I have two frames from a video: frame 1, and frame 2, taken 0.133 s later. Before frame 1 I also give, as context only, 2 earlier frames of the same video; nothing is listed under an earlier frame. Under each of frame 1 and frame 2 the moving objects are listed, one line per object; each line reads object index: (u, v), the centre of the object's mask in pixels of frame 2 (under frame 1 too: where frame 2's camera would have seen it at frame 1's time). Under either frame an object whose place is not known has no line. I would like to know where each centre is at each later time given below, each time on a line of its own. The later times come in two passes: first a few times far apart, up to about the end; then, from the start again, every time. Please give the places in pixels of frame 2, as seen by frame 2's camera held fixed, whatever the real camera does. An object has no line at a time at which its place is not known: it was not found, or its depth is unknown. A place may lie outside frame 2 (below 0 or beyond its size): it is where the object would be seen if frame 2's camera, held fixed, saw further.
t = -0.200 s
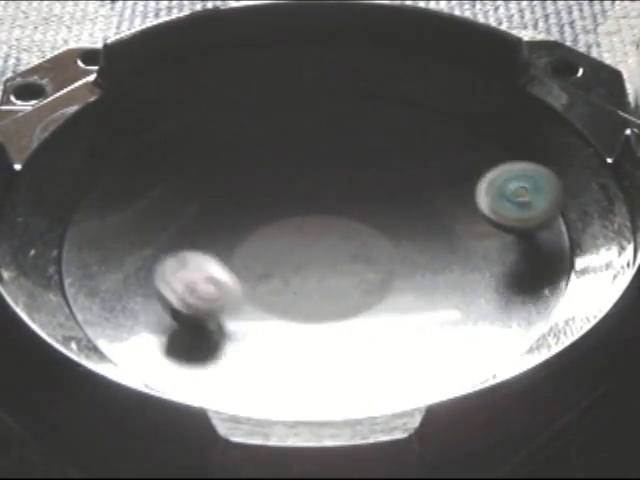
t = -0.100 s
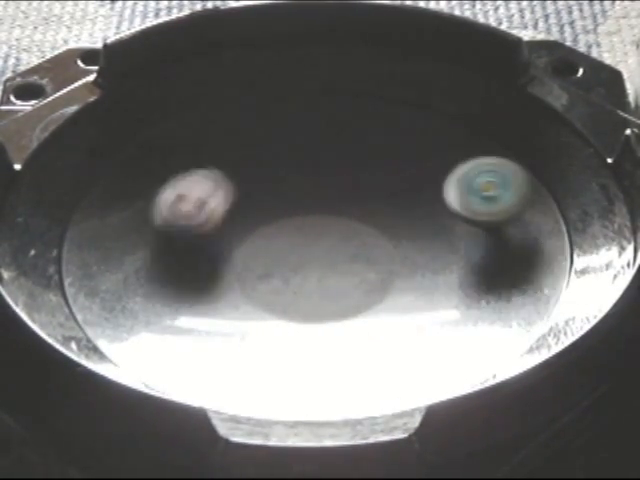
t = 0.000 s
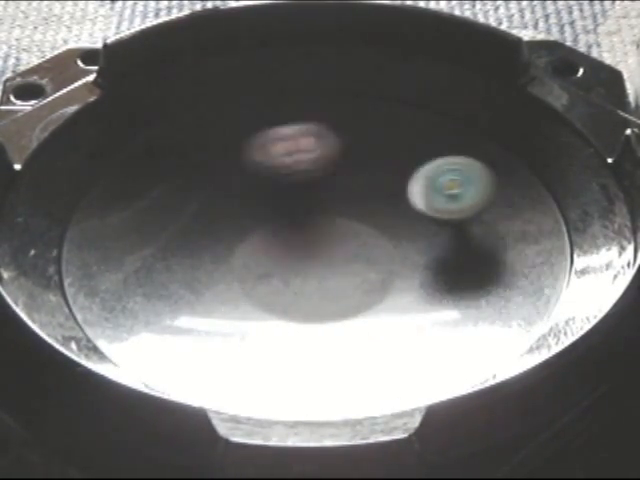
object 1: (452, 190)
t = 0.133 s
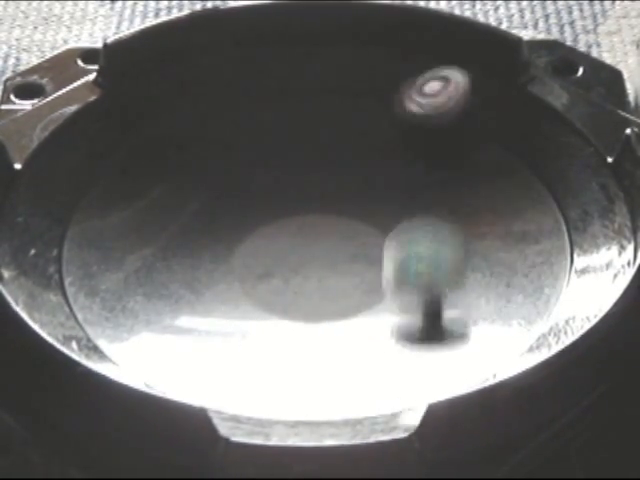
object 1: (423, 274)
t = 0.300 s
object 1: (386, 368)
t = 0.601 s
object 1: (240, 279)
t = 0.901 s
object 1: (248, 147)
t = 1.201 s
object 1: (170, 98)
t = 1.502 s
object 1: (159, 234)
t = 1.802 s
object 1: (236, 345)
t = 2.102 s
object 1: (267, 348)
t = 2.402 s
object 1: (167, 342)
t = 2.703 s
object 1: (221, 273)
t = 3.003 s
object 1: (303, 180)
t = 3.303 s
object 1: (286, 190)
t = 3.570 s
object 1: (252, 164)
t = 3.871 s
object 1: (181, 123)
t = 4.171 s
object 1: (228, 161)
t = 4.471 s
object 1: (302, 142)
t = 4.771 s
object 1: (334, 132)
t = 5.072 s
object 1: (375, 183)
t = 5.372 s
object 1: (553, 185)
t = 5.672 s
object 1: (450, 222)
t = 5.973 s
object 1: (380, 359)
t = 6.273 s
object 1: (360, 334)
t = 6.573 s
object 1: (357, 242)
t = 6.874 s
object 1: (322, 235)
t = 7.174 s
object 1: (253, 227)
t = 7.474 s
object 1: (558, 278)
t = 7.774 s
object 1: (381, 229)
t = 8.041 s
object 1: (308, 321)
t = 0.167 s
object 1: (425, 315)
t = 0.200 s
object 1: (423, 343)
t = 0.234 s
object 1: (418, 363)
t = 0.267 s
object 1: (403, 364)
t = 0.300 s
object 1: (386, 368)
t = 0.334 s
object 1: (365, 380)
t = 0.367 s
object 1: (346, 374)
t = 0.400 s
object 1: (326, 375)
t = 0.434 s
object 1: (308, 365)
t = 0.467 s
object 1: (291, 355)
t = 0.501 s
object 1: (274, 337)
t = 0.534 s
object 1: (261, 318)
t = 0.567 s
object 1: (247, 298)
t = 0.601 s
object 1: (240, 279)
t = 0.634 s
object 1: (233, 257)
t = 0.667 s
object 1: (228, 231)
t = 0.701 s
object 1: (225, 209)
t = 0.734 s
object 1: (226, 193)
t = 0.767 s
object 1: (228, 177)
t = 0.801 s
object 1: (232, 165)
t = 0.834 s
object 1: (238, 154)
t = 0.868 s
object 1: (244, 147)
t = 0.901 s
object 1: (248, 147)
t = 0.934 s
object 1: (255, 142)
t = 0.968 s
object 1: (259, 142)
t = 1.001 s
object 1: (260, 146)
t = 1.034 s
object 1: (261, 148)
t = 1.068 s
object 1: (262, 150)
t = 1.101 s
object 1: (244, 129)
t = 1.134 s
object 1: (219, 112)
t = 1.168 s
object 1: (191, 110)
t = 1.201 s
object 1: (170, 98)
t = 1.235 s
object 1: (147, 97)
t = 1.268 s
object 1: (135, 101)
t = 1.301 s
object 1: (132, 115)
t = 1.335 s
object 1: (130, 136)
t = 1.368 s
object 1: (134, 152)
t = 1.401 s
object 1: (138, 170)
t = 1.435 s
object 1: (143, 190)
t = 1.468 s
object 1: (150, 211)
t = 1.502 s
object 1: (159, 234)
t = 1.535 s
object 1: (169, 255)
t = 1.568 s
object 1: (180, 273)
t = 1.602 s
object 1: (191, 290)
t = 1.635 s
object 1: (201, 304)
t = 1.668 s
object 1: (211, 316)
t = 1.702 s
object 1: (219, 326)
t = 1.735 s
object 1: (227, 334)
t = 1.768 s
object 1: (232, 341)
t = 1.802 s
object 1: (236, 345)
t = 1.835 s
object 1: (240, 349)
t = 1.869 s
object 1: (245, 351)
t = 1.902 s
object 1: (248, 354)
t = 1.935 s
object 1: (251, 355)
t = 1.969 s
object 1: (255, 354)
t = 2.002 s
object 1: (259, 356)
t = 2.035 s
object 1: (261, 357)
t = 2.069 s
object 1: (265, 353)
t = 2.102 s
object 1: (267, 348)
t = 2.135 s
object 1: (269, 345)
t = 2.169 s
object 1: (271, 342)
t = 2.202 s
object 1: (273, 333)
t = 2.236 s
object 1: (273, 330)
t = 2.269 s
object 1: (273, 326)
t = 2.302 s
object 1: (271, 322)
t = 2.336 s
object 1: (263, 313)
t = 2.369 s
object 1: (222, 328)
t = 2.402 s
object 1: (167, 342)
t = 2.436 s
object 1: (137, 337)
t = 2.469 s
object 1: (119, 339)
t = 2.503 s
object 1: (115, 338)
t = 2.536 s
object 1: (125, 332)
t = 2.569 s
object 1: (141, 325)
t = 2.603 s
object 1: (160, 312)
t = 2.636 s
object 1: (179, 301)
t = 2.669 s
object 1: (201, 287)
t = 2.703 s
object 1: (221, 273)
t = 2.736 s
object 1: (240, 261)
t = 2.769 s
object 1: (257, 248)
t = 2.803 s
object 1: (273, 234)
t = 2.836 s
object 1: (285, 221)
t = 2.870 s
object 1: (295, 210)
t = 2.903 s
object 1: (302, 200)
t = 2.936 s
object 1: (305, 191)
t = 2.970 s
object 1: (304, 186)
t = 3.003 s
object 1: (303, 180)
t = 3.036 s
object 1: (299, 178)
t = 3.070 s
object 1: (296, 178)
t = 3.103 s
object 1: (293, 178)
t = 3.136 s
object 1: (290, 180)
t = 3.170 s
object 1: (288, 181)
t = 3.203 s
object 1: (287, 184)
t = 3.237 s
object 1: (286, 185)
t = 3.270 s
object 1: (286, 187)
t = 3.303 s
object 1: (286, 190)
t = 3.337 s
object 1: (285, 192)
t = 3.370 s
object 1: (285, 194)
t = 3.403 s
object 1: (284, 194)
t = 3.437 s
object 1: (283, 194)
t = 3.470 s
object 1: (282, 191)
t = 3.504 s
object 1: (282, 189)
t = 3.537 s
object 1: (276, 182)
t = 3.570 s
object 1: (252, 164)
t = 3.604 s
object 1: (233, 150)
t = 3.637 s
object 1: (218, 139)
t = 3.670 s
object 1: (208, 133)
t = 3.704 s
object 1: (197, 131)
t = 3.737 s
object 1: (189, 129)
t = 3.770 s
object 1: (185, 127)
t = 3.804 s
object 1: (182, 125)
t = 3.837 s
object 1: (182, 119)
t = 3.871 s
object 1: (181, 123)
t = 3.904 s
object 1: (181, 127)
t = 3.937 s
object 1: (182, 132)
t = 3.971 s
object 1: (185, 135)
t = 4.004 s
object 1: (191, 137)
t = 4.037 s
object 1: (197, 141)
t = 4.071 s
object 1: (203, 146)
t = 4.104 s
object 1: (211, 151)
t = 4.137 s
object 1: (219, 158)
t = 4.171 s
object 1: (228, 161)
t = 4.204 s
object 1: (238, 164)
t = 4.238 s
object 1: (248, 167)
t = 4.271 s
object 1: (259, 170)
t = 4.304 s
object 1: (269, 172)
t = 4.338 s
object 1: (280, 173)
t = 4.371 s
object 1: (289, 175)
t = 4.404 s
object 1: (299, 174)
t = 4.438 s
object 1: (301, 158)
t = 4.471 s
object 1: (302, 142)
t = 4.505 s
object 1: (305, 131)
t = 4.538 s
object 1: (308, 125)
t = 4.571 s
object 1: (312, 122)
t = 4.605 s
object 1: (315, 122)
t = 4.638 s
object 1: (319, 123)
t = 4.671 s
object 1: (323, 124)
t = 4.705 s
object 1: (327, 130)
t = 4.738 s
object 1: (330, 129)
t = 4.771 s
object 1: (334, 132)
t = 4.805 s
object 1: (338, 136)
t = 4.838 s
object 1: (342, 140)
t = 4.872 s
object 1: (347, 144)
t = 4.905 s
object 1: (352, 149)
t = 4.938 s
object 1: (357, 155)
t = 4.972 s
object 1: (361, 168)
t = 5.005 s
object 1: (366, 172)
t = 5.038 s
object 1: (370, 177)
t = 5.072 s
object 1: (375, 183)
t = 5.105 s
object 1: (381, 189)
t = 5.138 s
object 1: (387, 197)
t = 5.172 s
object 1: (391, 202)
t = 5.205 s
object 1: (396, 206)
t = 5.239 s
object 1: (411, 206)
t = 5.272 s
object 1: (459, 199)
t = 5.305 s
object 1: (499, 194)
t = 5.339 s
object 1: (533, 187)
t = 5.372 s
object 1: (553, 185)
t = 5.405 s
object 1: (559, 185)
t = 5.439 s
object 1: (560, 190)
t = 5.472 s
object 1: (552, 190)
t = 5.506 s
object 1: (540, 196)
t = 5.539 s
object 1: (524, 200)
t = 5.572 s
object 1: (507, 205)
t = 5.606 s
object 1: (489, 210)
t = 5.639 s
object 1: (470, 215)
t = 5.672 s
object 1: (450, 222)
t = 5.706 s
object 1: (430, 227)
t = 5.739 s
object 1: (410, 233)
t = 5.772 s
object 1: (392, 241)
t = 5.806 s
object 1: (374, 251)
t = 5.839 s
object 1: (368, 261)
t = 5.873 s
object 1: (365, 283)
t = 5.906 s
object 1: (372, 317)
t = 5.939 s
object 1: (374, 326)
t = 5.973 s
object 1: (380, 359)
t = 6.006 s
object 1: (378, 367)
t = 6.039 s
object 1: (377, 379)
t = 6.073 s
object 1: (376, 379)
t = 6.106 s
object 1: (372, 380)
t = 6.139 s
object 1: (368, 377)
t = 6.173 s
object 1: (365, 371)
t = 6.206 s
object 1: (363, 356)
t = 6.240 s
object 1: (363, 346)
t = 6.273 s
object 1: (360, 334)
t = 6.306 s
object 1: (355, 322)
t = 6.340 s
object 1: (353, 310)
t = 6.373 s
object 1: (352, 297)
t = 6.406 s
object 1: (351, 285)
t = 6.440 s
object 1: (352, 269)
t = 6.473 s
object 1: (354, 261)
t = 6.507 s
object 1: (355, 253)
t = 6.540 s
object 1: (357, 246)
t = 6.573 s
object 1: (357, 242)
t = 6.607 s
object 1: (356, 239)
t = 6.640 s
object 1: (355, 236)
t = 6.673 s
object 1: (352, 235)
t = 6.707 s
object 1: (349, 235)
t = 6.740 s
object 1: (345, 235)
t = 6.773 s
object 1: (340, 234)
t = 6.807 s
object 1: (334, 234)
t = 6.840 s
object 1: (328, 235)
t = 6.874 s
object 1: (322, 235)
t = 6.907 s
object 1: (314, 235)
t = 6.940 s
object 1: (306, 235)
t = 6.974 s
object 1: (298, 234)
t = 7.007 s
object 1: (289, 234)
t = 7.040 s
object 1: (280, 234)
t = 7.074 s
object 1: (272, 233)
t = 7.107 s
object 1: (263, 232)
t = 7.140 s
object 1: (255, 231)
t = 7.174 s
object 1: (253, 227)
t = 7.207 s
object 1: (301, 237)
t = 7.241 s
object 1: (359, 267)
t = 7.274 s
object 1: (417, 279)
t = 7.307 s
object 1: (484, 300)
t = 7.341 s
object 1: (527, 302)
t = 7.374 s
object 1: (546, 296)
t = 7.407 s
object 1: (560, 293)
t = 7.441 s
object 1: (563, 287)
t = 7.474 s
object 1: (558, 278)
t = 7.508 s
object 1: (544, 272)
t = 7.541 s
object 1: (528, 266)
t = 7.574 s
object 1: (509, 257)
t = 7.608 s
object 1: (486, 246)
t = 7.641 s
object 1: (465, 237)
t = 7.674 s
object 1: (442, 227)
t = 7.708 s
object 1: (421, 216)
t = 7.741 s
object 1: (401, 216)
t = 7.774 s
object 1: (381, 229)
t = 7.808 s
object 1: (365, 246)
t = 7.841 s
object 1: (350, 264)
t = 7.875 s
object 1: (337, 276)
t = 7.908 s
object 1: (326, 290)
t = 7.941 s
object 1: (318, 305)
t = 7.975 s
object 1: (312, 312)
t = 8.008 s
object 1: (310, 318)
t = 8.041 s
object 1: (308, 321)
